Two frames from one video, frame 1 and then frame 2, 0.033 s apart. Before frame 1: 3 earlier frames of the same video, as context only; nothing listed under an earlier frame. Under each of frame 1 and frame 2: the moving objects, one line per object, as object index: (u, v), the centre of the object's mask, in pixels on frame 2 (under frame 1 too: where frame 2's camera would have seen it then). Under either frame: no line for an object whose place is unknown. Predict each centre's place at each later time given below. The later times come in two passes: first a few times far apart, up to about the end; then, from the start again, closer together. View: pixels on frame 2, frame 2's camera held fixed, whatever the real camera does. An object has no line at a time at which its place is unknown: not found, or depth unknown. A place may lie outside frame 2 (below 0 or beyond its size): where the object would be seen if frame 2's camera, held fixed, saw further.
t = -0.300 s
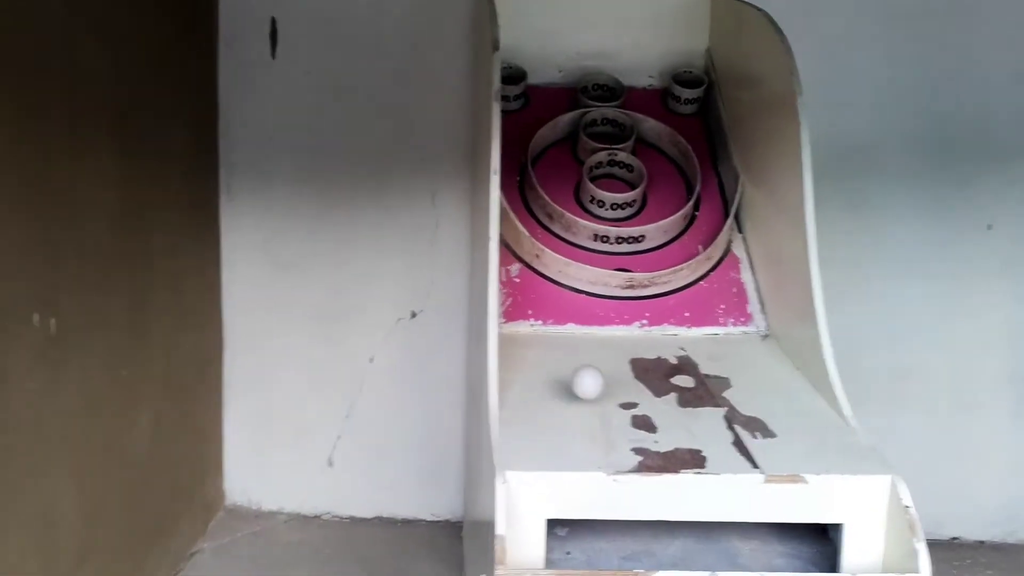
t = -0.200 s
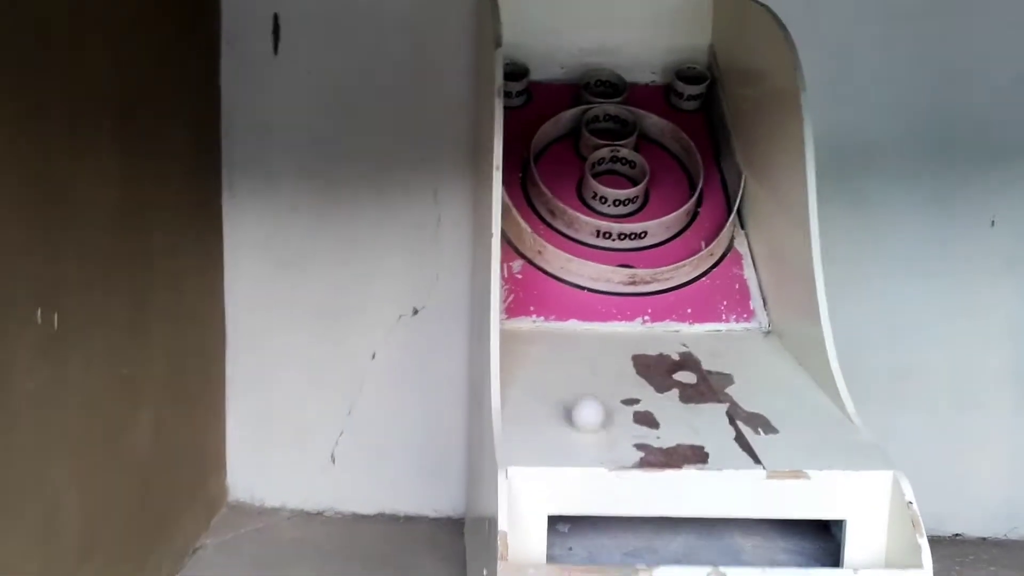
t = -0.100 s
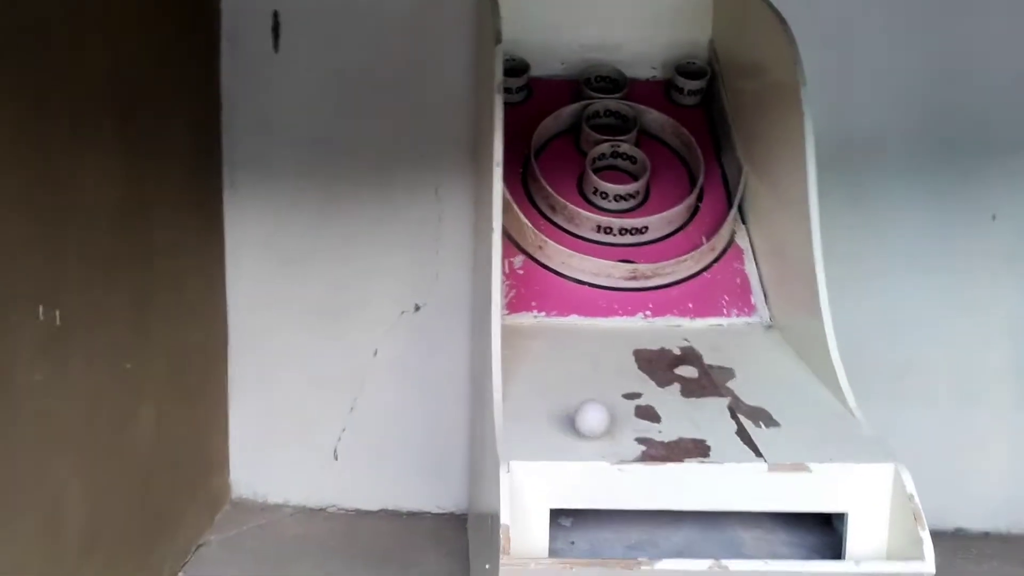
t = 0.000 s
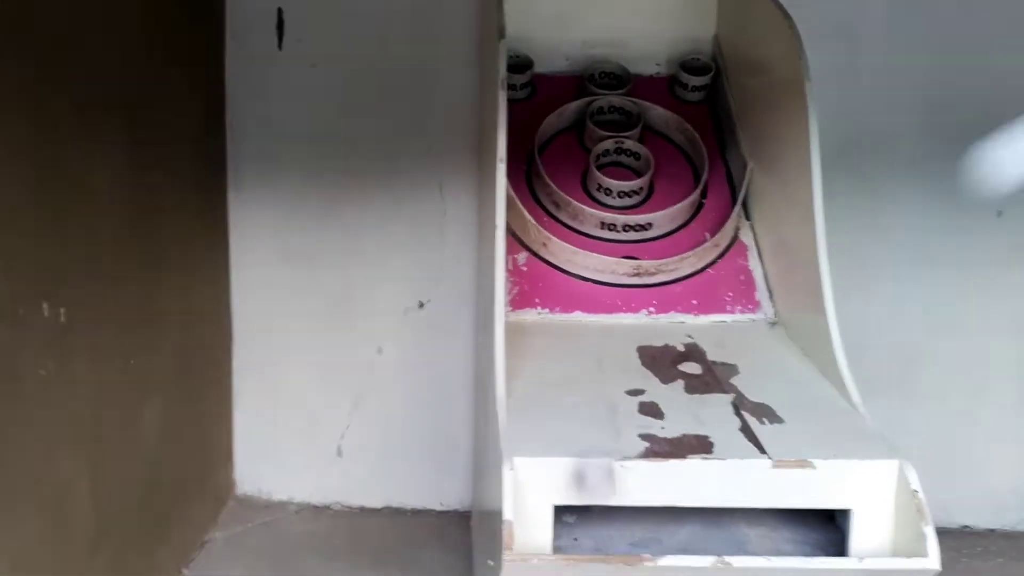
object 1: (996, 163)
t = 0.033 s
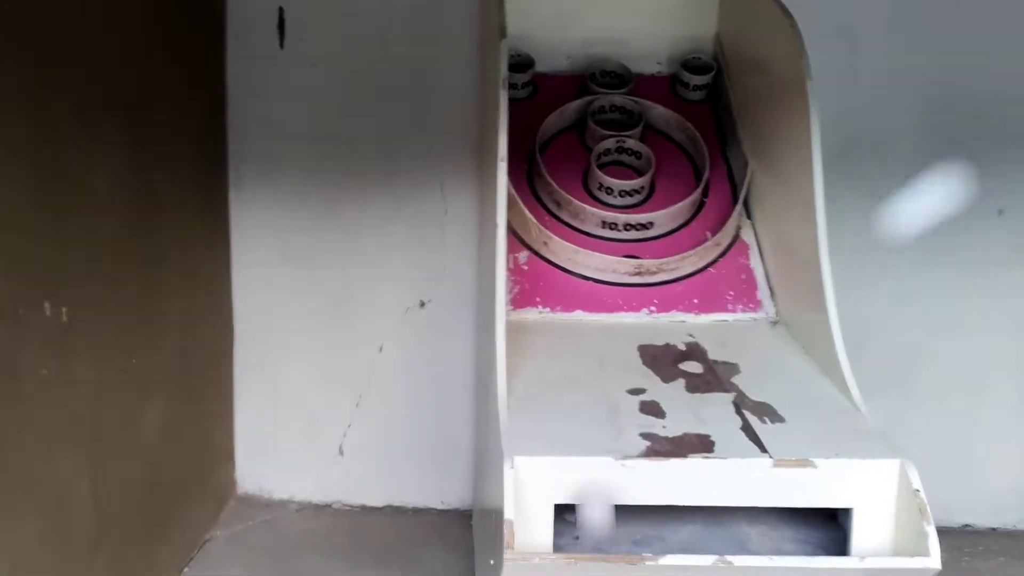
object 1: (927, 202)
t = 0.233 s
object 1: (690, 272)
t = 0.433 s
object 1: (646, 90)
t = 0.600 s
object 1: (604, 51)
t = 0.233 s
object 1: (690, 272)
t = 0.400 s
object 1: (653, 107)
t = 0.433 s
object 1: (646, 90)
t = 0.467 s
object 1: (641, 82)
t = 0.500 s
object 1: (633, 74)
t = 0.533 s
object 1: (626, 72)
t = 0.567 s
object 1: (617, 63)
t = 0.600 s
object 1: (604, 51)
